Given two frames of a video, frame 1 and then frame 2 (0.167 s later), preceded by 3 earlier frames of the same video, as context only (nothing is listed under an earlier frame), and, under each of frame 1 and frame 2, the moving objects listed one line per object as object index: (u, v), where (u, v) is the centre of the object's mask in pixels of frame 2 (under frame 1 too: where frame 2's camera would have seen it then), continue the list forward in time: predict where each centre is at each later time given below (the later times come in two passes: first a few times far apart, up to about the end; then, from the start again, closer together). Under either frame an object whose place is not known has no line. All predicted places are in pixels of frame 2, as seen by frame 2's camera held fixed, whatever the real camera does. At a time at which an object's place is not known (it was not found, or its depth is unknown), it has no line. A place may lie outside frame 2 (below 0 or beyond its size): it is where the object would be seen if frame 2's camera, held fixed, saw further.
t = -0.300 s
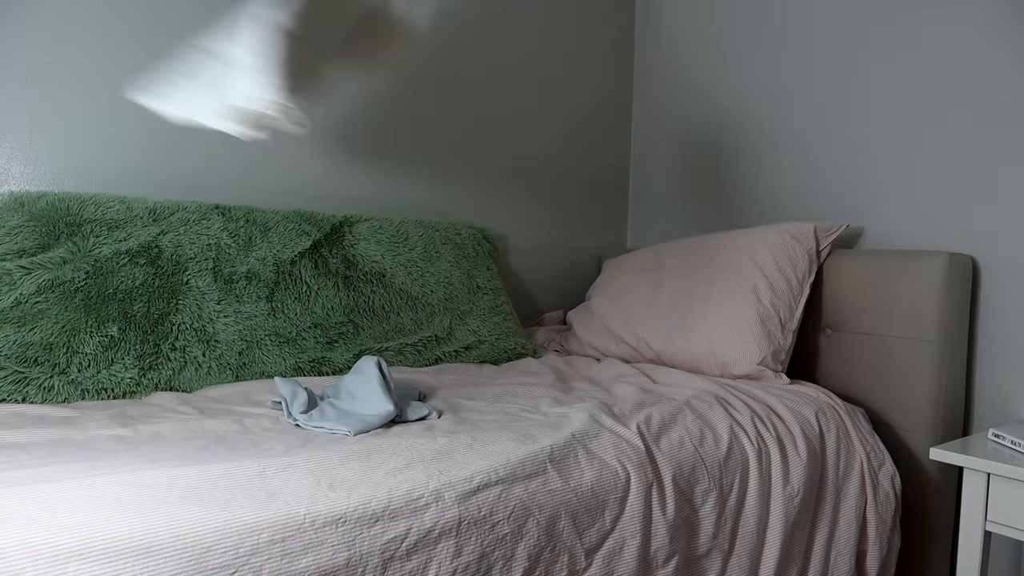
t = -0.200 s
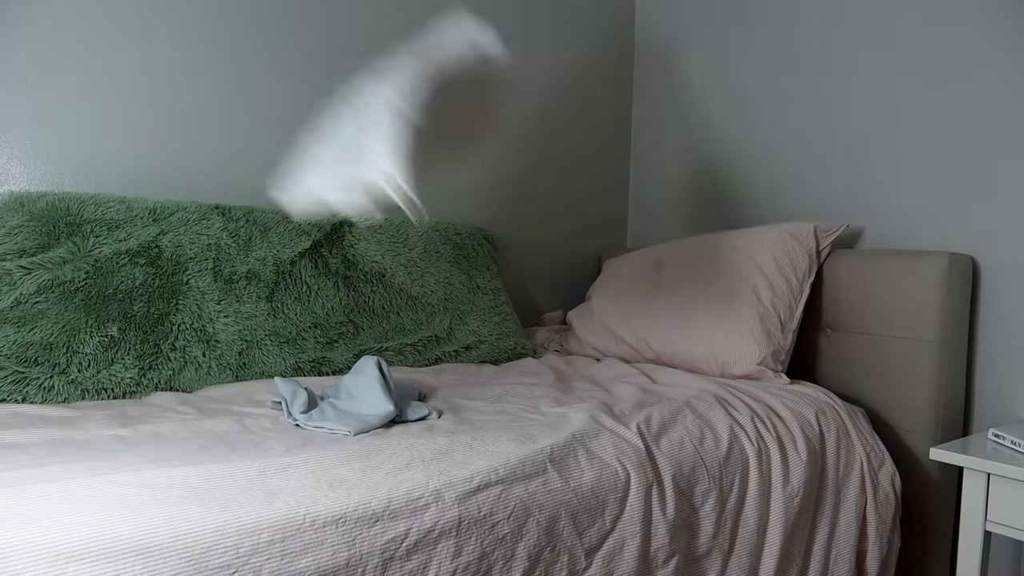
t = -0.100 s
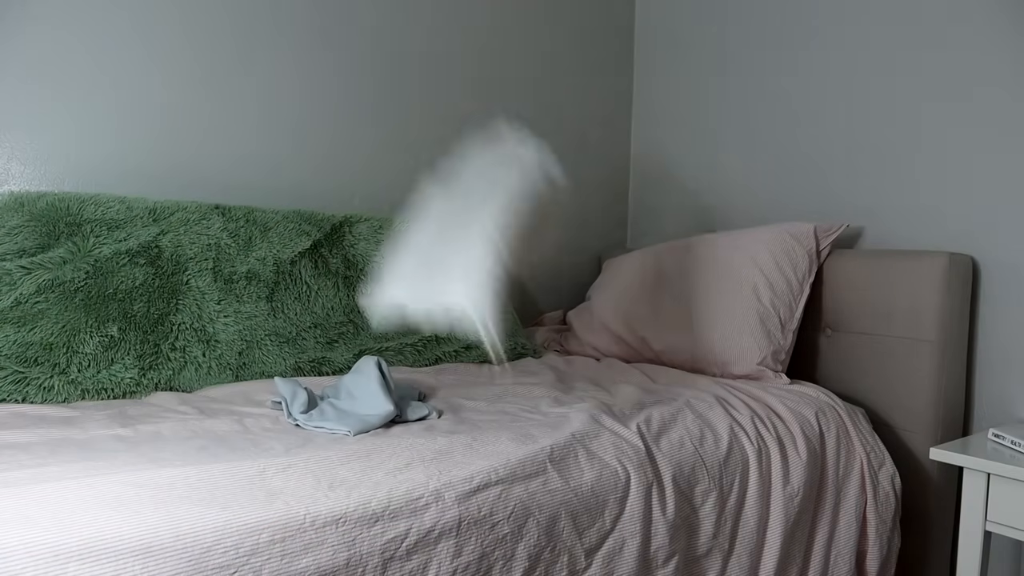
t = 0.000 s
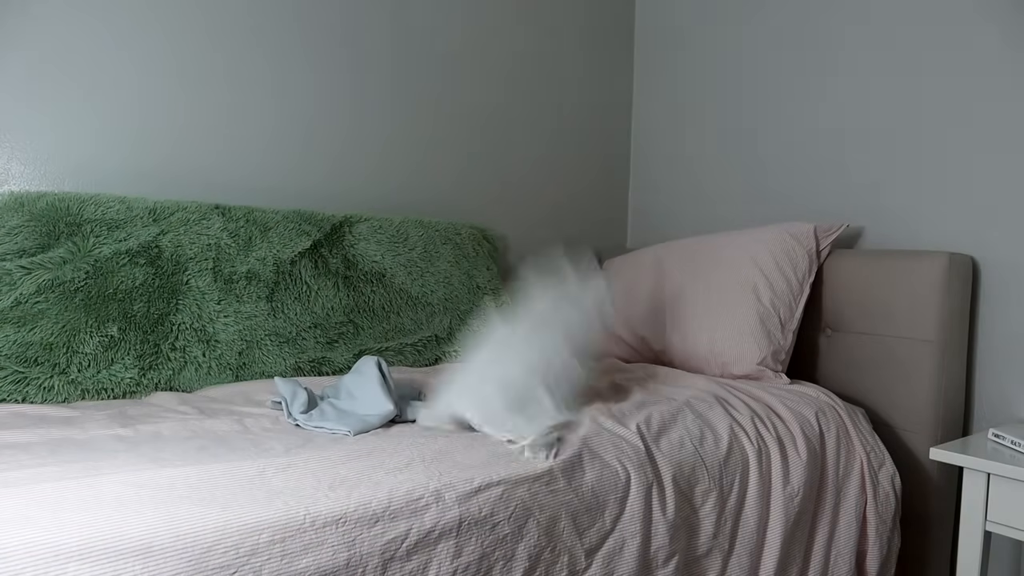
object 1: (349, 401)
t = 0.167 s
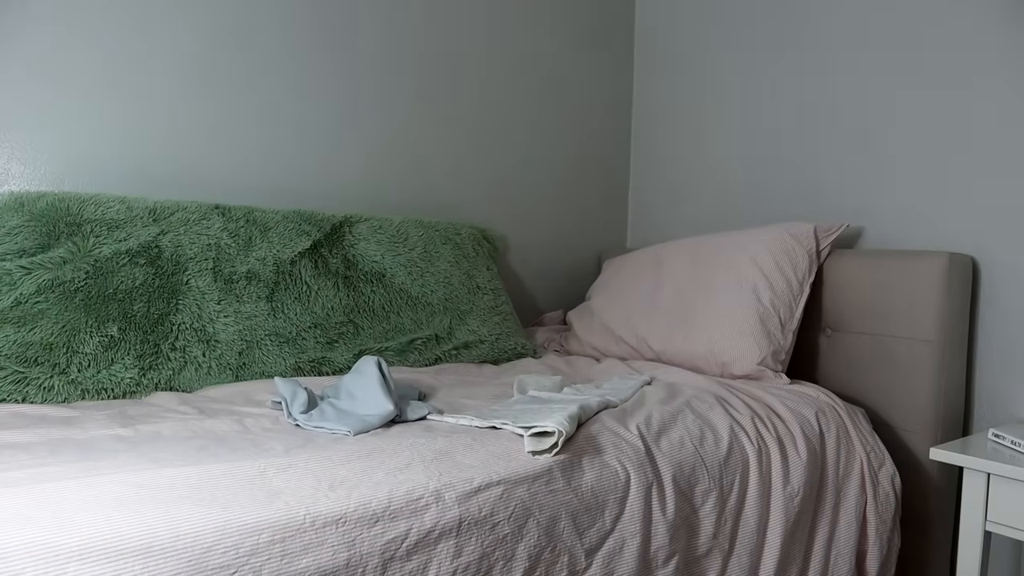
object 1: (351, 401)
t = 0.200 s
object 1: (351, 401)
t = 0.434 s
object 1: (351, 401)
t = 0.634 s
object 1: (352, 401)
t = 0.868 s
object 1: (361, 407)
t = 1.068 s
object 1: (356, 412)
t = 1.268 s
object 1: (354, 412)
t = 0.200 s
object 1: (351, 401)
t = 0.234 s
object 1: (351, 401)
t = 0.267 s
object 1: (351, 401)
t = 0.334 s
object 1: (351, 401)
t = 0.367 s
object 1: (351, 401)
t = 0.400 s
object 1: (352, 401)
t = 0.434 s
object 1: (351, 401)
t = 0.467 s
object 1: (351, 401)
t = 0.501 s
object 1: (352, 401)
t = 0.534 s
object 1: (352, 401)
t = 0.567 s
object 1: (351, 401)
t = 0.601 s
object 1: (351, 401)
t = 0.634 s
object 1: (352, 401)
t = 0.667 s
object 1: (352, 401)
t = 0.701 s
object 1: (351, 402)
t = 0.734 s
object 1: (353, 402)
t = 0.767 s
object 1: (351, 409)
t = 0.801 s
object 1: (353, 408)
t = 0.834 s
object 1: (357, 405)
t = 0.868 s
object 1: (361, 407)
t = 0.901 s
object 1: (358, 410)
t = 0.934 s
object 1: (357, 412)
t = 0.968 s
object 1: (355, 410)
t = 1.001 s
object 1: (356, 412)
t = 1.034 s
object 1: (357, 412)
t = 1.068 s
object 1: (356, 412)
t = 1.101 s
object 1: (356, 412)
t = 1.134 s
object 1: (356, 412)
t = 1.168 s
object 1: (355, 412)
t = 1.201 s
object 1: (355, 412)
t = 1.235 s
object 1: (354, 412)
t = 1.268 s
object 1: (354, 412)
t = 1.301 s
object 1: (355, 412)
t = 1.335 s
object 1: (355, 412)
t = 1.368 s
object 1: (355, 412)
